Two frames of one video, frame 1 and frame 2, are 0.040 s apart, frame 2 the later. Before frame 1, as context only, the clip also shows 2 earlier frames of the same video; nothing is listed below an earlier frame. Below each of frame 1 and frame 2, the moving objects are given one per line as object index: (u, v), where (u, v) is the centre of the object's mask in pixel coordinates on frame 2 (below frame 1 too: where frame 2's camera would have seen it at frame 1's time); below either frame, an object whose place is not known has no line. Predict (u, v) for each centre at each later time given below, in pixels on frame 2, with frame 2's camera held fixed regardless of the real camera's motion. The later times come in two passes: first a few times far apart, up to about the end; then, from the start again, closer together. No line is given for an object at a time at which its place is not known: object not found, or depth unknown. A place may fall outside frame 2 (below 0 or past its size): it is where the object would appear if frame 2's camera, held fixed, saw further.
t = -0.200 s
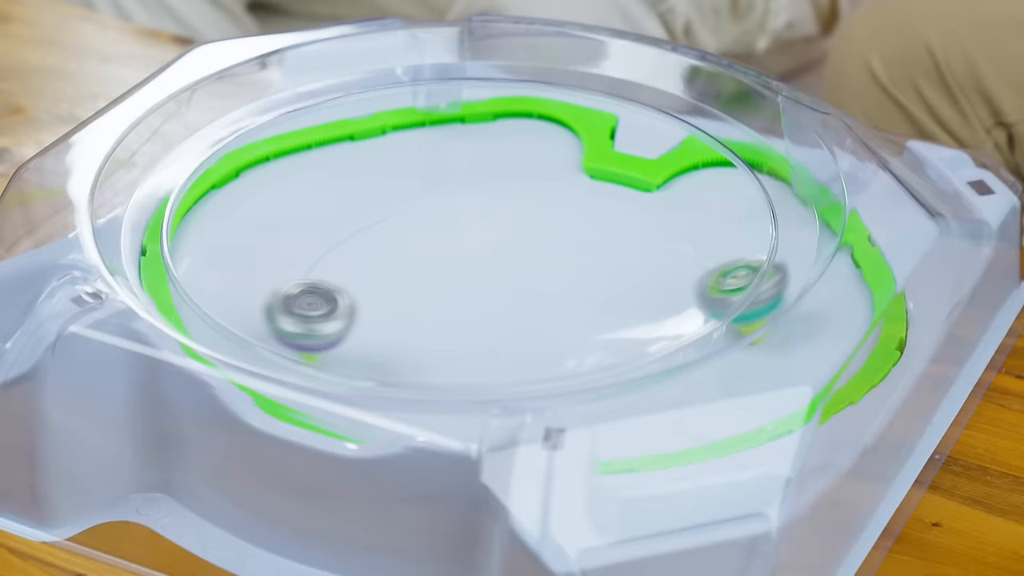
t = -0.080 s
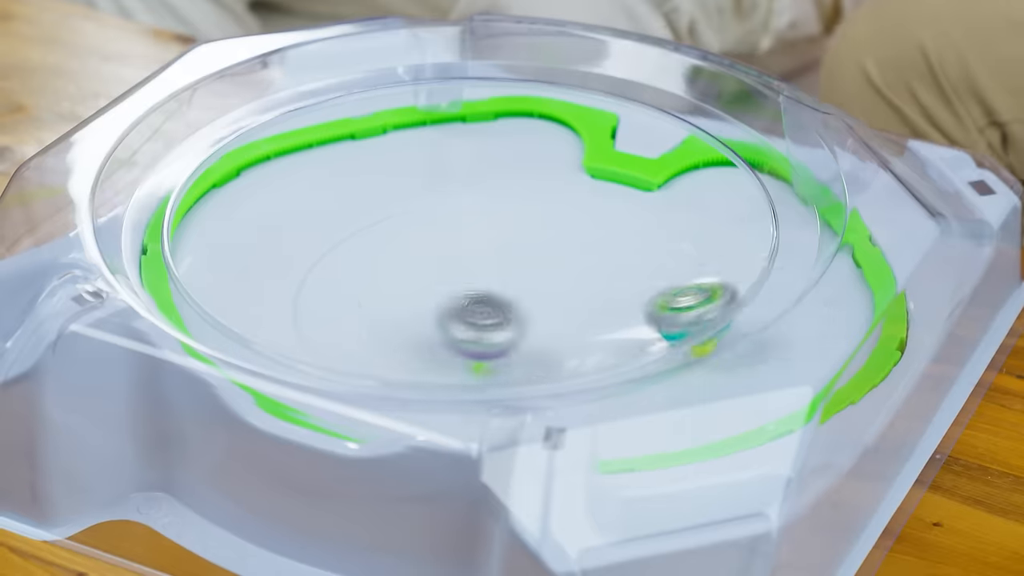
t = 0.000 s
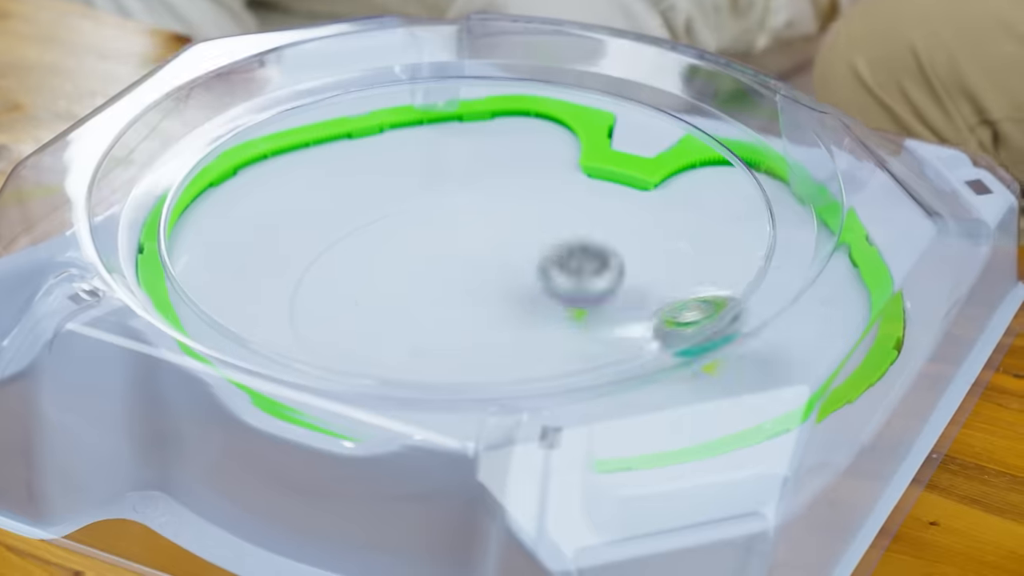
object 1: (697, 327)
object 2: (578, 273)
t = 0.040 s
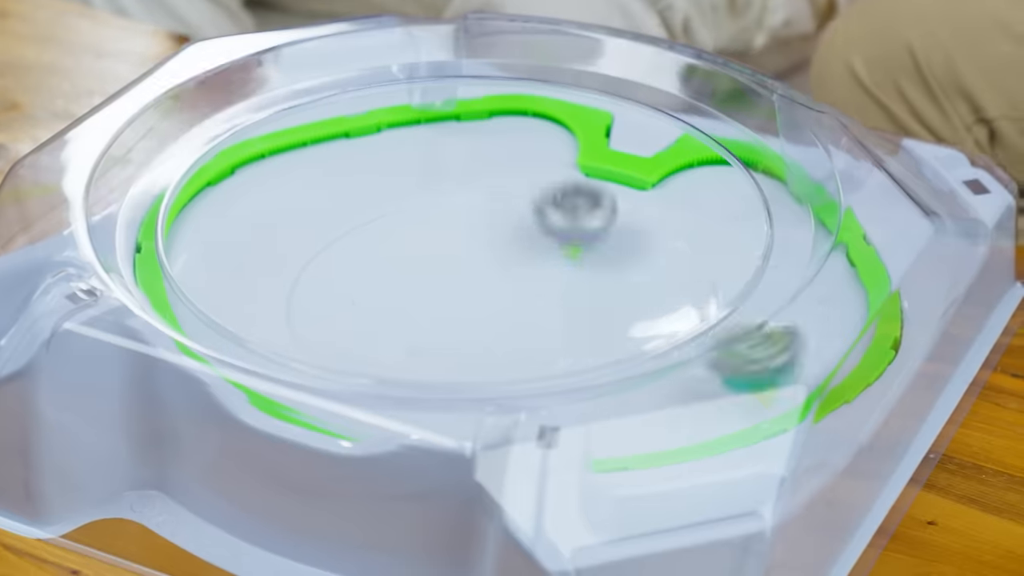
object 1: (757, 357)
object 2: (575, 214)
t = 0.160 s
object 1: (753, 326)
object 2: (509, 115)
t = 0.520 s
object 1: (597, 140)
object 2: (454, 266)
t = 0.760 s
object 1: (383, 151)
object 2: (371, 276)
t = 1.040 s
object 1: (304, 145)
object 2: (771, 332)
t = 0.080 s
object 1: (768, 346)
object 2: (556, 145)
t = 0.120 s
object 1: (759, 338)
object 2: (529, 91)
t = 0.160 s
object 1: (753, 326)
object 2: (509, 115)
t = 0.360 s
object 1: (673, 262)
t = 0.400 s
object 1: (654, 247)
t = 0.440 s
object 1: (640, 218)
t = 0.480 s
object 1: (628, 171)
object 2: (515, 277)
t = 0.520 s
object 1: (597, 140)
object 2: (454, 266)
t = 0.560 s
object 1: (545, 140)
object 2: (398, 254)
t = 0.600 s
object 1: (498, 145)
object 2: (352, 237)
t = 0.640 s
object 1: (461, 144)
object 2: (314, 225)
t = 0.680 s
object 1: (430, 148)
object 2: (317, 231)
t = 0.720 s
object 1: (405, 150)
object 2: (340, 252)
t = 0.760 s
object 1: (383, 151)
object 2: (371, 276)
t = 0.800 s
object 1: (365, 150)
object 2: (411, 301)
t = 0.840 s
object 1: (349, 149)
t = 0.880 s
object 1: (336, 149)
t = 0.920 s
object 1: (325, 148)
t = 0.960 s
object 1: (315, 146)
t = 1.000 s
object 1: (308, 146)
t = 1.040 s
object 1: (304, 145)
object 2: (771, 332)
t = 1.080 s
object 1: (301, 144)
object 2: (829, 325)
